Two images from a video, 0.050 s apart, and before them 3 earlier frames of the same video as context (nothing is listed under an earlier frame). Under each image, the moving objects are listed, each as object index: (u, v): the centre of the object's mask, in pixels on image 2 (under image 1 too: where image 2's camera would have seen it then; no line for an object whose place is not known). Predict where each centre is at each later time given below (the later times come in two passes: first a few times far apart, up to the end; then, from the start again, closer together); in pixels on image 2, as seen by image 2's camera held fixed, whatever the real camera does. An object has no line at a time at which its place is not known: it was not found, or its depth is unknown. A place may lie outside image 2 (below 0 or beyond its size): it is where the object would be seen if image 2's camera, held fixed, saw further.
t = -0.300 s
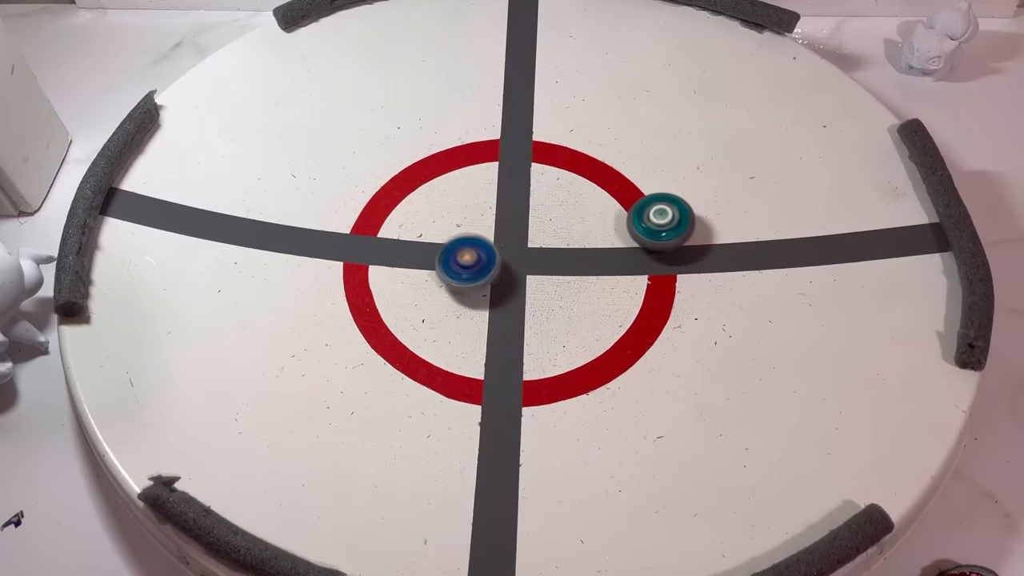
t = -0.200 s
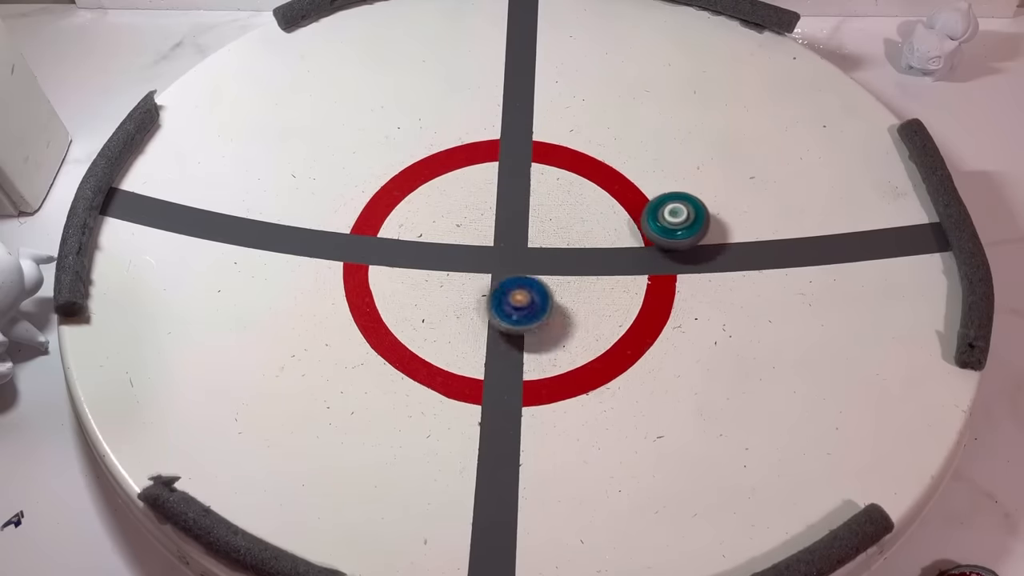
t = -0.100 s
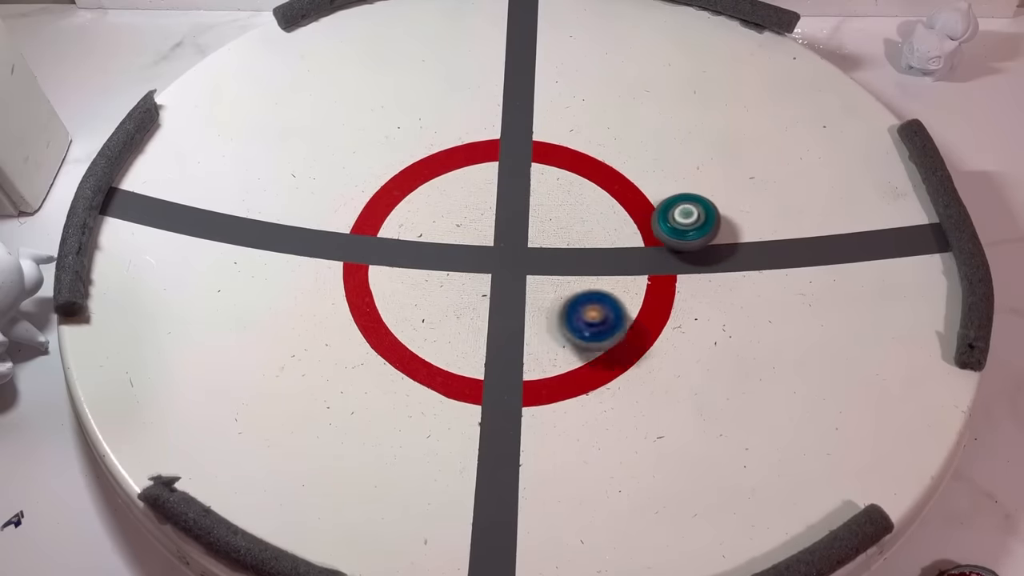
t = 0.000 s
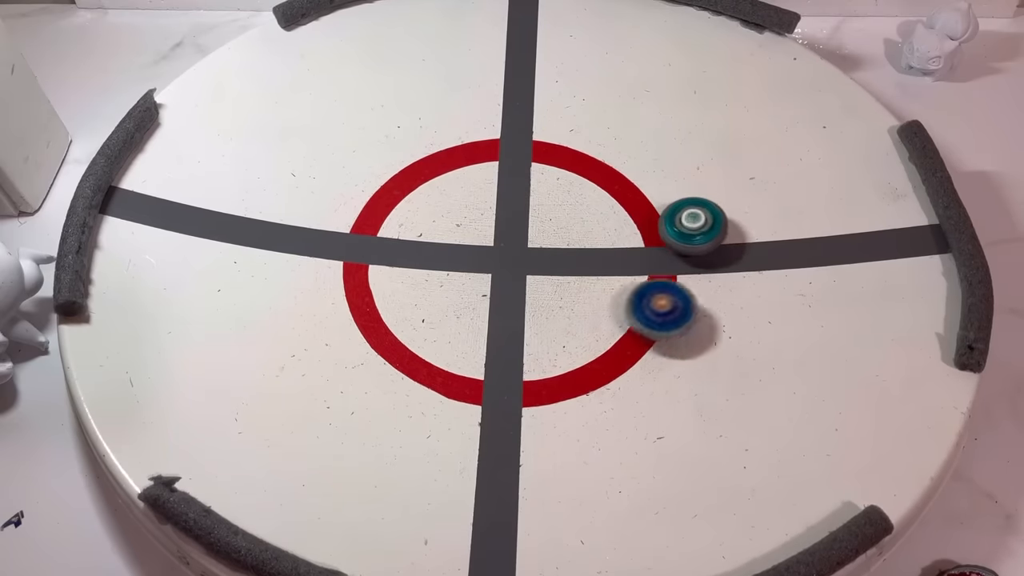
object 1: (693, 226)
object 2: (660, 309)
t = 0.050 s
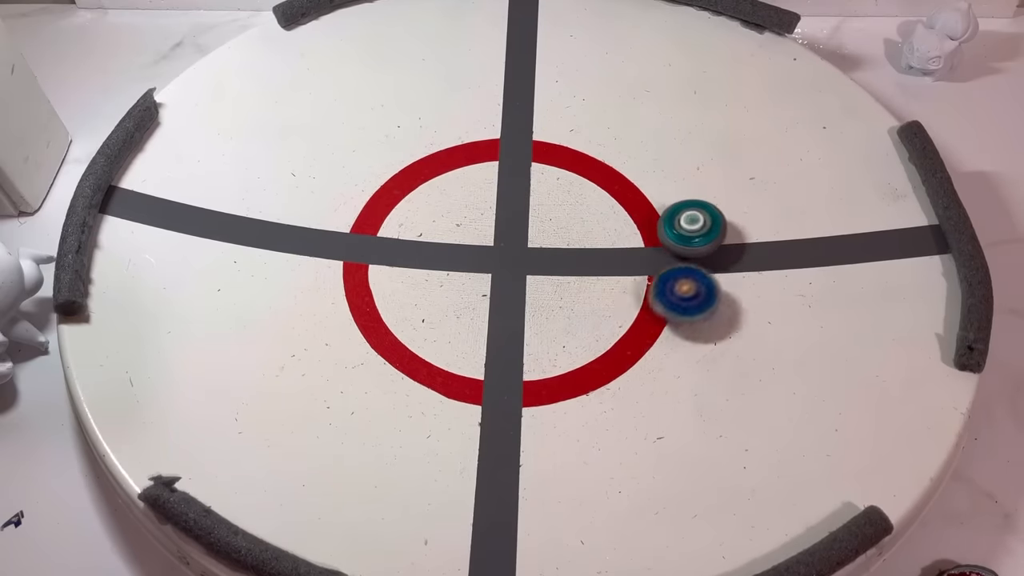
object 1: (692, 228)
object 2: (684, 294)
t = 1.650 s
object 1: (316, 386)
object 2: (537, 286)
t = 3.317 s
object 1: (522, 152)
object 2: (409, 157)
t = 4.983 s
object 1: (217, 400)
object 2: (687, 159)
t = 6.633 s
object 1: (566, 299)
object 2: (440, 173)
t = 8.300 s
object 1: (483, 233)
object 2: (611, 208)
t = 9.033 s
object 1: (357, 337)
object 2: (635, 250)
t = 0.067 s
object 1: (691, 228)
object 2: (690, 288)
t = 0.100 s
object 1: (689, 217)
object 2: (703, 292)
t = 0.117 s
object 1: (688, 207)
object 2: (710, 299)
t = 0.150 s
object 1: (685, 190)
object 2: (723, 307)
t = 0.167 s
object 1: (683, 184)
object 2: (730, 310)
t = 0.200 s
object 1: (677, 173)
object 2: (745, 312)
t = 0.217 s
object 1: (673, 169)
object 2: (752, 311)
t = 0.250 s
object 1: (665, 164)
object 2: (766, 307)
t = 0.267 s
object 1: (660, 162)
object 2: (773, 304)
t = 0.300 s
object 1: (650, 162)
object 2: (782, 296)
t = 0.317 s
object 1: (645, 162)
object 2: (784, 292)
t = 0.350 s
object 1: (633, 164)
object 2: (785, 281)
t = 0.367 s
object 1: (628, 165)
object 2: (783, 275)
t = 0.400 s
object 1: (619, 167)
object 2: (776, 264)
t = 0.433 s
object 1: (610, 171)
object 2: (764, 255)
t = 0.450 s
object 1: (605, 173)
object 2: (758, 251)
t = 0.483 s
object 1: (596, 177)
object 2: (743, 243)
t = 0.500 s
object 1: (591, 179)
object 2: (735, 240)
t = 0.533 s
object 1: (582, 184)
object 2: (714, 235)
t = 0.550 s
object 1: (578, 187)
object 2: (704, 235)
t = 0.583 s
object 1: (570, 193)
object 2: (681, 234)
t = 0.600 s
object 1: (566, 196)
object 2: (670, 234)
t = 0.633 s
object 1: (558, 202)
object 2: (648, 235)
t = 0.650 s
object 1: (555, 205)
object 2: (637, 236)
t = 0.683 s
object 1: (548, 212)
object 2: (615, 239)
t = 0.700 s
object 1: (545, 216)
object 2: (605, 241)
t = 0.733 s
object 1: (500, 198)
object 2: (617, 261)
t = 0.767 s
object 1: (454, 177)
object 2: (631, 288)
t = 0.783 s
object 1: (433, 167)
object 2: (636, 299)
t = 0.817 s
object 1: (395, 151)
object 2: (644, 314)
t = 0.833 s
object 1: (376, 143)
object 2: (647, 322)
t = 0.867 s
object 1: (343, 131)
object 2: (657, 338)
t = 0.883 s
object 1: (327, 126)
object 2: (661, 345)
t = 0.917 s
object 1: (298, 119)
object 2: (672, 359)
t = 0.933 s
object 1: (286, 116)
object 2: (677, 366)
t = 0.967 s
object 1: (263, 115)
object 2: (691, 377)
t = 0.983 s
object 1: (253, 116)
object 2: (698, 381)
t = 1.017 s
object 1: (236, 120)
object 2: (714, 390)
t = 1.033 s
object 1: (228, 124)
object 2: (722, 394)
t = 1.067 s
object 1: (215, 134)
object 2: (738, 399)
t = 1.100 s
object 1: (204, 147)
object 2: (754, 402)
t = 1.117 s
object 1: (199, 155)
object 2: (761, 402)
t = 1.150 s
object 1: (191, 171)
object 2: (774, 399)
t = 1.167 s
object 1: (187, 179)
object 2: (780, 396)
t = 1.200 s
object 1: (182, 196)
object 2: (787, 386)
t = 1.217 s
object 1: (179, 205)
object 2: (789, 381)
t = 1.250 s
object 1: (172, 223)
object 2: (788, 367)
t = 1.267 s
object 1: (171, 234)
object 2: (786, 360)
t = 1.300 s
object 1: (170, 250)
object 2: (777, 344)
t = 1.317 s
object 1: (170, 260)
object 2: (771, 337)
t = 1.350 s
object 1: (173, 277)
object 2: (755, 324)
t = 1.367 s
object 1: (176, 286)
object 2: (744, 317)
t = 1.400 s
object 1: (183, 304)
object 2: (722, 305)
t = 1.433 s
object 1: (194, 322)
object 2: (698, 296)
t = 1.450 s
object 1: (201, 329)
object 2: (685, 293)
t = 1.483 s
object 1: (215, 344)
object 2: (660, 289)
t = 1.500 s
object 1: (224, 351)
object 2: (647, 288)
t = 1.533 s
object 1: (241, 363)
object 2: (622, 286)
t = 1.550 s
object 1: (251, 368)
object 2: (608, 285)
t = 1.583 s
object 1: (271, 376)
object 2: (584, 284)
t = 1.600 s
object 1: (282, 380)
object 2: (572, 284)
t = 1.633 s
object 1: (305, 384)
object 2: (549, 284)
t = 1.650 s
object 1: (316, 386)
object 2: (537, 286)
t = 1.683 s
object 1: (340, 387)
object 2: (512, 289)
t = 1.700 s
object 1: (353, 386)
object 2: (501, 292)
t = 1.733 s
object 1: (376, 383)
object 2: (479, 297)
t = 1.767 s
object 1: (398, 378)
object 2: (458, 302)
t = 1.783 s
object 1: (409, 375)
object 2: (447, 306)
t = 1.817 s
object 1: (429, 379)
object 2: (429, 304)
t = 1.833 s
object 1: (436, 389)
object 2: (424, 296)
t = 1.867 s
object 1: (451, 407)
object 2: (414, 283)
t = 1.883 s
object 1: (460, 414)
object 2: (408, 277)
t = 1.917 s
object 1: (479, 422)
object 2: (395, 268)
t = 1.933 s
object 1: (491, 425)
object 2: (387, 265)
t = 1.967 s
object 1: (515, 424)
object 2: (372, 259)
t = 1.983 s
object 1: (526, 421)
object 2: (364, 258)
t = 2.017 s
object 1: (546, 415)
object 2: (349, 255)
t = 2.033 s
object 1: (557, 412)
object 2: (341, 256)
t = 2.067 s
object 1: (577, 404)
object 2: (327, 255)
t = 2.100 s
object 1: (596, 395)
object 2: (314, 258)
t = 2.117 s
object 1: (605, 389)
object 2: (309, 259)
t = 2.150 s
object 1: (622, 379)
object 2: (301, 263)
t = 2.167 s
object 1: (630, 373)
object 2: (298, 265)
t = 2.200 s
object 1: (644, 360)
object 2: (294, 270)
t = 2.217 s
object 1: (651, 354)
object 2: (293, 273)
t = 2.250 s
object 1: (663, 341)
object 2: (294, 277)
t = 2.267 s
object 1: (668, 334)
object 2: (296, 278)
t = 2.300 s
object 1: (677, 322)
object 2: (302, 281)
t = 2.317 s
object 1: (680, 316)
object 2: (306, 283)
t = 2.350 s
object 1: (687, 303)
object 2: (318, 285)
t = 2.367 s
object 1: (690, 297)
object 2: (325, 285)
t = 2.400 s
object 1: (694, 284)
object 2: (340, 284)
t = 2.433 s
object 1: (695, 269)
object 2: (354, 281)
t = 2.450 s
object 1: (695, 262)
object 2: (361, 277)
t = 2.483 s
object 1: (696, 249)
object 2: (373, 271)
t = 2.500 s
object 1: (696, 243)
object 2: (379, 267)
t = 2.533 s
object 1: (694, 231)
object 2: (393, 259)
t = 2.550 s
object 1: (692, 226)
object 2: (401, 256)
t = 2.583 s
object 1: (689, 215)
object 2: (415, 246)
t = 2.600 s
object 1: (686, 209)
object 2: (421, 243)
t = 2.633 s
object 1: (680, 198)
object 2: (434, 232)
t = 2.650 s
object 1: (677, 193)
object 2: (440, 226)
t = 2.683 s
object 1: (672, 184)
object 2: (449, 213)
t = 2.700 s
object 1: (669, 179)
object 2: (454, 207)
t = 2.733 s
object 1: (662, 170)
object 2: (461, 193)
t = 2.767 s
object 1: (654, 162)
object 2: (466, 179)
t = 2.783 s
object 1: (649, 158)
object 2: (467, 173)
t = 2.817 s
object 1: (640, 151)
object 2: (469, 159)
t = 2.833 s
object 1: (635, 148)
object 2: (470, 154)
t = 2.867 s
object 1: (624, 142)
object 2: (470, 144)
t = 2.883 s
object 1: (619, 139)
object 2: (470, 138)
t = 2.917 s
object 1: (607, 134)
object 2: (467, 129)
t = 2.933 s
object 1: (602, 132)
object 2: (466, 125)
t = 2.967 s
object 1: (590, 128)
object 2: (462, 117)
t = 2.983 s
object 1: (584, 127)
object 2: (460, 114)
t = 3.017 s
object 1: (573, 125)
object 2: (454, 107)
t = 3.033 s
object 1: (567, 124)
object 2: (451, 105)
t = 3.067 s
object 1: (557, 124)
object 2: (444, 103)
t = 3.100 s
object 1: (548, 125)
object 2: (438, 103)
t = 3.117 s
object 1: (543, 126)
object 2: (436, 104)
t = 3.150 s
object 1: (533, 129)
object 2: (432, 108)
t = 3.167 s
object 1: (528, 130)
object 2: (430, 112)
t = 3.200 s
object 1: (517, 133)
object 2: (429, 120)
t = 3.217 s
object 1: (513, 135)
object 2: (429, 125)
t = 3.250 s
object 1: (502, 139)
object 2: (432, 135)
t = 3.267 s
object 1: (498, 141)
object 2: (434, 140)
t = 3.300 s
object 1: (514, 148)
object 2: (416, 151)
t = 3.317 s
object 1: (522, 152)
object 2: (409, 157)
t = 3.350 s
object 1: (534, 160)
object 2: (400, 171)
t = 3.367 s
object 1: (539, 164)
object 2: (398, 178)
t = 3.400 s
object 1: (547, 170)
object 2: (398, 193)
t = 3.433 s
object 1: (553, 176)
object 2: (400, 206)
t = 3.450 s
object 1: (554, 178)
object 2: (400, 213)
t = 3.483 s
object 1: (557, 182)
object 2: (405, 228)
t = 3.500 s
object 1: (558, 184)
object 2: (409, 235)
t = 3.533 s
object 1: (561, 189)
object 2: (419, 245)
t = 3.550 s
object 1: (562, 191)
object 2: (425, 251)
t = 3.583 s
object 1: (564, 194)
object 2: (440, 260)
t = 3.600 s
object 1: (565, 196)
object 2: (449, 263)
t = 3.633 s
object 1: (568, 200)
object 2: (466, 271)
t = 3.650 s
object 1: (569, 202)
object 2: (475, 274)
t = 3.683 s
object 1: (571, 205)
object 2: (493, 278)
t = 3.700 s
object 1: (573, 207)
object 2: (503, 279)
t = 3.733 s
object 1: (576, 211)
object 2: (519, 280)
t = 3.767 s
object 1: (579, 214)
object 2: (539, 280)
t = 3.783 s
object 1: (580, 217)
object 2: (547, 279)
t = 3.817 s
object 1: (584, 220)
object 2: (566, 276)
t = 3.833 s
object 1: (586, 220)
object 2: (574, 275)
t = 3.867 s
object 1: (590, 218)
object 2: (589, 278)
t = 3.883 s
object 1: (592, 217)
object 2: (596, 279)
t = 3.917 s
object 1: (596, 217)
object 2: (613, 279)
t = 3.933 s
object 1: (599, 217)
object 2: (620, 278)
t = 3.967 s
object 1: (602, 218)
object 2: (635, 274)
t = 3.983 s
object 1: (604, 219)
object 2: (642, 272)
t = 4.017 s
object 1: (607, 220)
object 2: (653, 267)
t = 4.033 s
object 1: (609, 220)
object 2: (658, 264)
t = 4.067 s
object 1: (613, 221)
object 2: (667, 258)
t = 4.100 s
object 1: (616, 221)
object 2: (675, 251)
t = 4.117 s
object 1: (617, 221)
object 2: (678, 248)
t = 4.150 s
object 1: (610, 217)
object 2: (691, 244)
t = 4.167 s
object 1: (607, 215)
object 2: (698, 241)
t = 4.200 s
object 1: (600, 213)
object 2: (708, 235)
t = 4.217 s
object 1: (597, 212)
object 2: (711, 232)
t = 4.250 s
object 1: (591, 212)
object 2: (717, 227)
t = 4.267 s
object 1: (588, 213)
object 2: (719, 224)
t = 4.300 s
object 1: (584, 215)
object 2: (722, 218)
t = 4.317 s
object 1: (581, 216)
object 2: (723, 215)
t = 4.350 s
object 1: (578, 218)
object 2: (723, 208)
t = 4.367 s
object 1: (576, 219)
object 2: (722, 204)
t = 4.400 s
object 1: (573, 223)
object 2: (716, 198)
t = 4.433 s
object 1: (569, 226)
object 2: (708, 195)
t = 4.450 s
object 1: (567, 228)
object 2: (702, 193)
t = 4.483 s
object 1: (563, 232)
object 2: (691, 192)
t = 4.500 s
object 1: (561, 234)
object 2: (685, 192)
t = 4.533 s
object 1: (558, 237)
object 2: (673, 192)
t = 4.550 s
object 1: (556, 239)
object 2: (666, 192)
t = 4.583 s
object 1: (553, 243)
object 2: (653, 196)
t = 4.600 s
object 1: (551, 244)
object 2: (646, 198)
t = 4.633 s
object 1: (547, 249)
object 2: (633, 203)
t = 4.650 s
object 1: (546, 251)
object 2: (628, 206)
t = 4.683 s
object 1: (543, 255)
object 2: (616, 212)
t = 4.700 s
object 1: (542, 257)
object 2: (609, 215)
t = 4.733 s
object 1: (540, 262)
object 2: (598, 223)
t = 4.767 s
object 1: (526, 271)
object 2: (597, 226)
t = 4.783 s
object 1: (498, 287)
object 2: (619, 218)
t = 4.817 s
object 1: (444, 310)
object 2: (649, 203)
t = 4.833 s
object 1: (415, 323)
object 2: (659, 198)
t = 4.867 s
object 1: (364, 345)
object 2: (671, 187)
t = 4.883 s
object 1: (339, 353)
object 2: (677, 182)
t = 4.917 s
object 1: (293, 370)
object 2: (682, 173)
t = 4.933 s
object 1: (273, 377)
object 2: (683, 169)
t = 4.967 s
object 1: (234, 394)
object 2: (686, 162)
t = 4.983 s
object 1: (217, 400)
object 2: (687, 159)
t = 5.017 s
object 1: (188, 412)
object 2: (686, 152)
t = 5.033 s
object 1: (177, 417)
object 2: (685, 149)
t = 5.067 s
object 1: (160, 427)
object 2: (682, 144)
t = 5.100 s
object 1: (151, 436)
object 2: (677, 140)
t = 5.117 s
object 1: (149, 439)
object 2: (673, 138)
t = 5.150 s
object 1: (151, 446)
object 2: (665, 137)
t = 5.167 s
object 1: (155, 450)
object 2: (660, 137)
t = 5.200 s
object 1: (166, 455)
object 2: (649, 139)
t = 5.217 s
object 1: (176, 457)
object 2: (644, 141)
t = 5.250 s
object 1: (208, 457)
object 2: (635, 146)
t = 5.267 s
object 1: (229, 460)
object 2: (631, 149)
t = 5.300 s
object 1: (271, 463)
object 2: (621, 156)
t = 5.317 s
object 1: (293, 462)
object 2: (618, 160)
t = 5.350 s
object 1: (336, 458)
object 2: (611, 168)
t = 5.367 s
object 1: (357, 455)
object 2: (607, 172)
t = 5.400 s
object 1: (398, 445)
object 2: (600, 181)
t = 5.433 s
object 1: (436, 433)
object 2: (594, 190)
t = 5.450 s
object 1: (452, 426)
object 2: (590, 196)
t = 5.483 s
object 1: (485, 412)
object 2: (585, 207)
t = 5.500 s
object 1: (500, 404)
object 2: (583, 213)
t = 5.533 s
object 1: (523, 387)
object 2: (579, 225)
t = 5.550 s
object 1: (532, 377)
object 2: (576, 231)
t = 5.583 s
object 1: (546, 360)
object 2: (574, 243)
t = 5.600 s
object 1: (551, 352)
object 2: (573, 249)
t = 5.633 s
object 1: (558, 336)
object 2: (572, 259)
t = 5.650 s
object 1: (560, 328)
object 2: (572, 264)
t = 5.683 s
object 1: (560, 322)
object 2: (574, 264)
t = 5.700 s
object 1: (560, 320)
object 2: (574, 264)
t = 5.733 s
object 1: (547, 339)
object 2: (585, 242)
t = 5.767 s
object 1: (533, 360)
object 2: (593, 219)
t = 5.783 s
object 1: (526, 369)
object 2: (595, 211)
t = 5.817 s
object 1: (512, 381)
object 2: (594, 196)
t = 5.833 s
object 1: (508, 385)
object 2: (592, 190)
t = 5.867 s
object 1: (501, 389)
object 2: (590, 180)
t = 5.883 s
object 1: (498, 389)
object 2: (589, 175)
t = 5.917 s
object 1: (493, 386)
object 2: (584, 166)
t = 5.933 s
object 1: (493, 383)
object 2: (582, 163)
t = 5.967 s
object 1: (493, 378)
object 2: (578, 155)
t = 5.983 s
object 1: (495, 375)
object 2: (575, 152)
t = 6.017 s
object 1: (498, 369)
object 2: (568, 145)
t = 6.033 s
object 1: (501, 366)
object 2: (564, 142)
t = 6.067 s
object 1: (505, 360)
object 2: (556, 138)
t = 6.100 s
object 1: (509, 354)
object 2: (549, 134)
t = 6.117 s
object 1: (510, 350)
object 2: (545, 133)
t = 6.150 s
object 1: (514, 343)
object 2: (538, 132)
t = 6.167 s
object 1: (516, 340)
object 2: (534, 132)
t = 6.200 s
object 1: (518, 332)
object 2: (525, 133)
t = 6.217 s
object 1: (519, 328)
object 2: (521, 134)
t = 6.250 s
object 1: (521, 320)
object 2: (512, 137)
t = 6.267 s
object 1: (522, 315)
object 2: (507, 139)
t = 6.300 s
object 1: (523, 306)
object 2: (500, 144)
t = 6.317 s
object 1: (523, 303)
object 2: (497, 148)
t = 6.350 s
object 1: (523, 294)
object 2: (493, 155)
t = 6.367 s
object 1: (523, 289)
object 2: (490, 158)
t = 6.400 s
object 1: (522, 280)
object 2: (486, 167)
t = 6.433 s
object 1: (522, 272)
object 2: (482, 175)
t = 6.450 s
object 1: (522, 267)
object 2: (480, 180)
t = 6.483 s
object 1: (520, 258)
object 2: (480, 190)
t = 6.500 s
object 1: (519, 254)
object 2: (480, 194)
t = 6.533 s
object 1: (521, 250)
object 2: (478, 199)
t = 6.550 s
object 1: (529, 261)
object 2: (471, 191)
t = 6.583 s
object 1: (544, 277)
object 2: (458, 179)
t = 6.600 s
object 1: (552, 286)
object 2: (452, 177)
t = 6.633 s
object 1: (566, 299)
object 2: (440, 173)
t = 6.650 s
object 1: (572, 304)
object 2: (435, 173)
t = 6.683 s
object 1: (584, 311)
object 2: (426, 172)
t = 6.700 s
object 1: (590, 313)
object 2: (422, 173)
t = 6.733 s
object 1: (600, 315)
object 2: (414, 176)
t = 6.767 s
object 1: (609, 312)
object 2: (409, 177)
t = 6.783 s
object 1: (614, 310)
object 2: (407, 178)
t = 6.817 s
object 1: (623, 306)
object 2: (405, 180)
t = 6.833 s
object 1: (627, 303)
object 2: (404, 181)
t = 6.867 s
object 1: (635, 298)
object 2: (402, 182)
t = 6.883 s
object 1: (639, 295)
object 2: (402, 183)
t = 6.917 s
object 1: (644, 288)
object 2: (401, 185)
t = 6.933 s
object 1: (646, 285)
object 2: (400, 187)
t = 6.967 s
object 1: (651, 279)
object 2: (400, 192)
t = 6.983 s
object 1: (654, 276)
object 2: (400, 196)
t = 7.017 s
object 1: (658, 271)
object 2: (402, 203)
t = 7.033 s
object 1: (660, 267)
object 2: (404, 206)
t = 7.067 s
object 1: (663, 261)
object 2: (409, 212)
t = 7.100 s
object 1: (666, 255)
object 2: (415, 220)
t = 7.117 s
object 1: (666, 251)
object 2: (418, 224)
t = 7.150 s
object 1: (667, 245)
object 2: (426, 231)
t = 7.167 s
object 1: (667, 242)
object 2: (431, 233)
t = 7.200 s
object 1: (667, 236)
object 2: (441, 238)
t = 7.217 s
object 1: (667, 234)
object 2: (445, 241)
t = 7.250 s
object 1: (665, 228)
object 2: (456, 246)
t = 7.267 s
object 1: (665, 226)
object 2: (462, 248)
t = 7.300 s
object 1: (664, 221)
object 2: (473, 251)
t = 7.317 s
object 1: (663, 218)
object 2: (480, 252)
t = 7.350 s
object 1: (661, 213)
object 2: (492, 255)
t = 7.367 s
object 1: (660, 211)
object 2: (498, 255)
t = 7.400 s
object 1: (656, 205)
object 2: (510, 257)
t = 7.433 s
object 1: (652, 201)
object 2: (522, 258)
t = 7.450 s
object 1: (649, 198)
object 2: (529, 257)
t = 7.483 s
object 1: (645, 195)
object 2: (540, 257)
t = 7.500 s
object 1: (642, 194)
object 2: (547, 258)
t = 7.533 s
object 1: (636, 190)
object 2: (558, 257)
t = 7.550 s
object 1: (633, 189)
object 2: (564, 257)
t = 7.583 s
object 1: (626, 186)
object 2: (576, 256)
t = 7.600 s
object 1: (623, 185)
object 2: (581, 255)
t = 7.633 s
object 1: (616, 184)
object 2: (592, 253)
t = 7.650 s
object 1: (614, 183)
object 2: (596, 252)
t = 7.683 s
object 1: (608, 183)
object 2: (606, 250)
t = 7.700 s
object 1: (605, 183)
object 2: (612, 248)
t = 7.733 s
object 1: (598, 183)
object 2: (622, 246)
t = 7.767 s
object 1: (591, 182)
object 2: (631, 242)
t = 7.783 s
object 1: (587, 183)
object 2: (634, 240)
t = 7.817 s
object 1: (580, 183)
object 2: (641, 236)
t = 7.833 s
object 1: (576, 183)
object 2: (643, 234)
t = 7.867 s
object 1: (567, 185)
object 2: (646, 230)
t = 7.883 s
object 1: (564, 186)
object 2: (648, 228)
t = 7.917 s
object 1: (555, 188)
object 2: (652, 225)
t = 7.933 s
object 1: (552, 190)
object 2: (654, 223)
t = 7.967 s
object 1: (543, 193)
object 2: (657, 219)
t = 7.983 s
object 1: (539, 194)
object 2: (657, 217)
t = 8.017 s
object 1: (532, 198)
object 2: (657, 213)
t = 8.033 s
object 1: (529, 199)
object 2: (657, 211)
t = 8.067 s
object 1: (522, 203)
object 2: (654, 208)
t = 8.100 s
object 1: (515, 206)
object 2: (650, 205)
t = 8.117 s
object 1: (512, 208)
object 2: (647, 204)
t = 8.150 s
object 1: (505, 212)
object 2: (642, 203)
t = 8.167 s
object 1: (502, 214)
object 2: (639, 203)
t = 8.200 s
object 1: (497, 219)
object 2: (632, 203)
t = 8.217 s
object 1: (494, 221)
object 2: (628, 204)
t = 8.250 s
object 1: (490, 226)
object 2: (622, 206)
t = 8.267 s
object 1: (486, 228)
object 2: (619, 206)
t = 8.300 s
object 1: (483, 233)
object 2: (611, 208)
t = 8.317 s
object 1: (480, 235)
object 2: (607, 210)
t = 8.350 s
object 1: (476, 240)
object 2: (598, 214)
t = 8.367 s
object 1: (475, 242)
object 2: (595, 215)
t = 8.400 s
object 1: (471, 246)
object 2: (586, 219)
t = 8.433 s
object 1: (468, 251)
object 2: (579, 224)
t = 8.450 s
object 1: (466, 253)
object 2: (575, 226)
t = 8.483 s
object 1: (465, 259)
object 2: (567, 231)
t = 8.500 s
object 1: (464, 261)
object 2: (563, 234)
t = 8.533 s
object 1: (463, 266)
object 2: (556, 239)
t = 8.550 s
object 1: (462, 268)
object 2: (552, 242)
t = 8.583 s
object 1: (461, 272)
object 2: (545, 248)
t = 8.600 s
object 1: (461, 274)
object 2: (543, 250)
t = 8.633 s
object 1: (461, 278)
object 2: (536, 256)
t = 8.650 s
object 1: (461, 280)
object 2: (534, 259)
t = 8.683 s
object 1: (461, 283)
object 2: (528, 264)
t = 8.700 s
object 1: (449, 286)
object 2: (540, 264)
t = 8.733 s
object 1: (422, 292)
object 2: (561, 265)
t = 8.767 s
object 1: (399, 296)
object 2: (574, 265)
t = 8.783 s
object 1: (390, 299)
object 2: (579, 265)
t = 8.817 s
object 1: (377, 303)
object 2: (589, 265)
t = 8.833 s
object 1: (372, 305)
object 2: (593, 264)
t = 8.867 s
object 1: (366, 311)
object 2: (601, 263)
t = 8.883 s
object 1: (364, 315)
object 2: (606, 262)
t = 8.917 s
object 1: (361, 320)
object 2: (614, 259)
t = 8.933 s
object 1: (360, 323)
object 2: (618, 258)
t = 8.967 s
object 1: (359, 328)
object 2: (625, 256)
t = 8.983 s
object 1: (358, 330)
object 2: (628, 254)
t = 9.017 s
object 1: (357, 335)
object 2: (632, 251)
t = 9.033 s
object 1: (357, 337)
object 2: (635, 250)
